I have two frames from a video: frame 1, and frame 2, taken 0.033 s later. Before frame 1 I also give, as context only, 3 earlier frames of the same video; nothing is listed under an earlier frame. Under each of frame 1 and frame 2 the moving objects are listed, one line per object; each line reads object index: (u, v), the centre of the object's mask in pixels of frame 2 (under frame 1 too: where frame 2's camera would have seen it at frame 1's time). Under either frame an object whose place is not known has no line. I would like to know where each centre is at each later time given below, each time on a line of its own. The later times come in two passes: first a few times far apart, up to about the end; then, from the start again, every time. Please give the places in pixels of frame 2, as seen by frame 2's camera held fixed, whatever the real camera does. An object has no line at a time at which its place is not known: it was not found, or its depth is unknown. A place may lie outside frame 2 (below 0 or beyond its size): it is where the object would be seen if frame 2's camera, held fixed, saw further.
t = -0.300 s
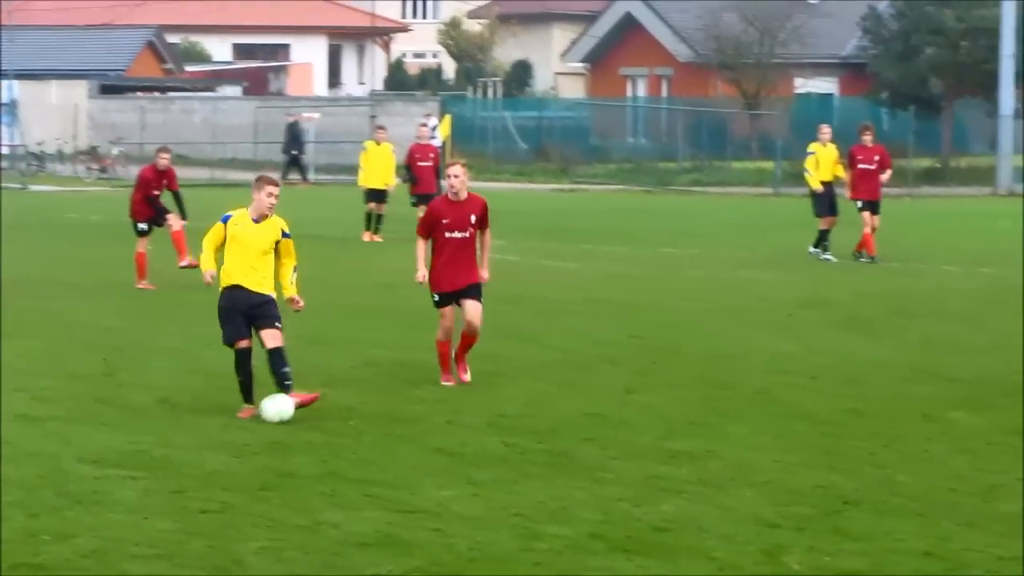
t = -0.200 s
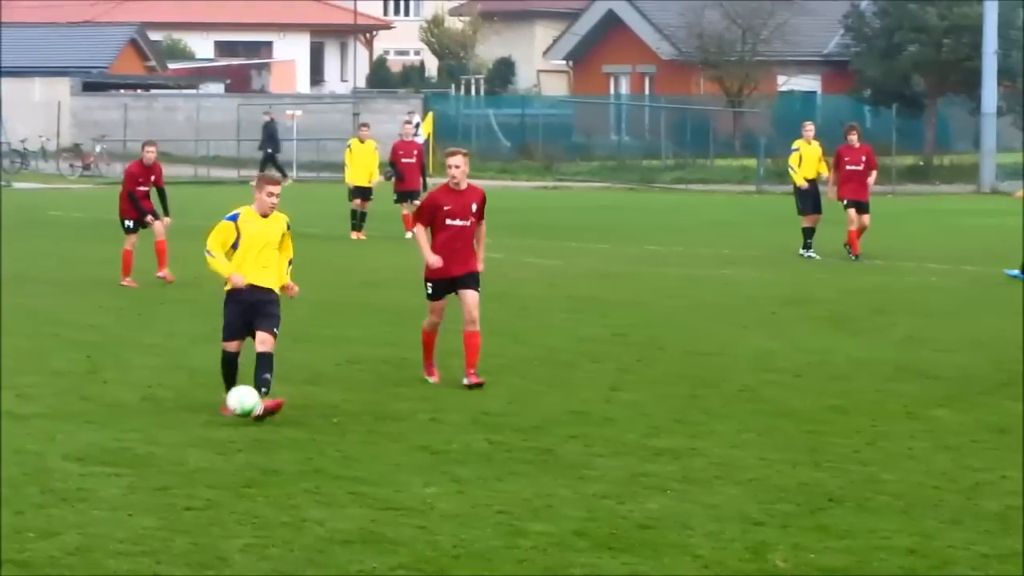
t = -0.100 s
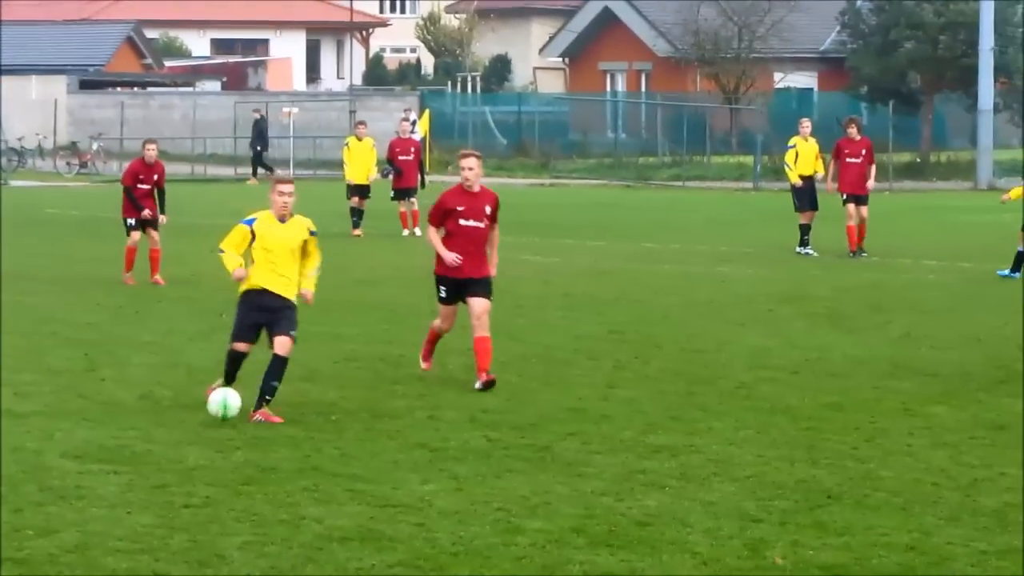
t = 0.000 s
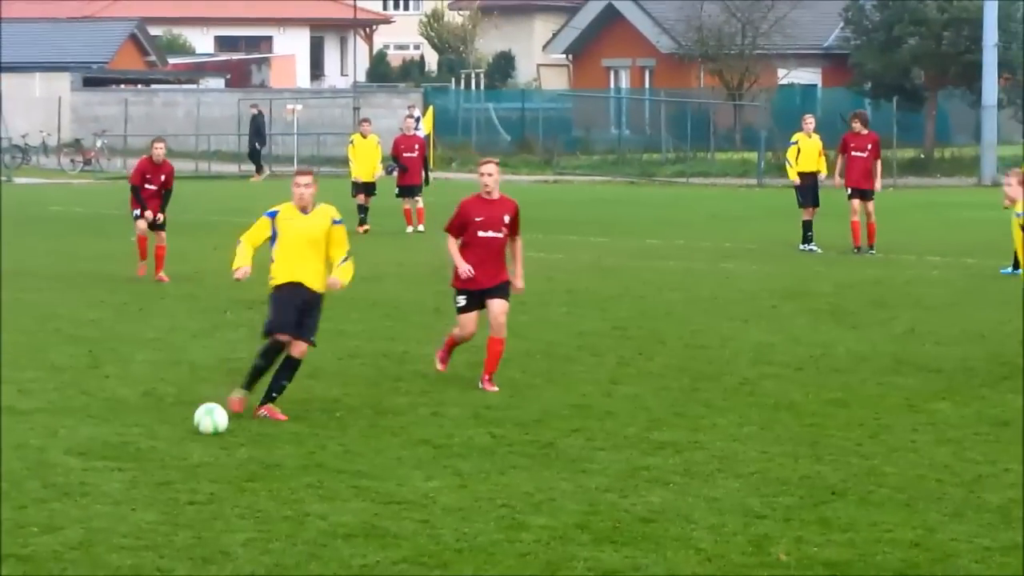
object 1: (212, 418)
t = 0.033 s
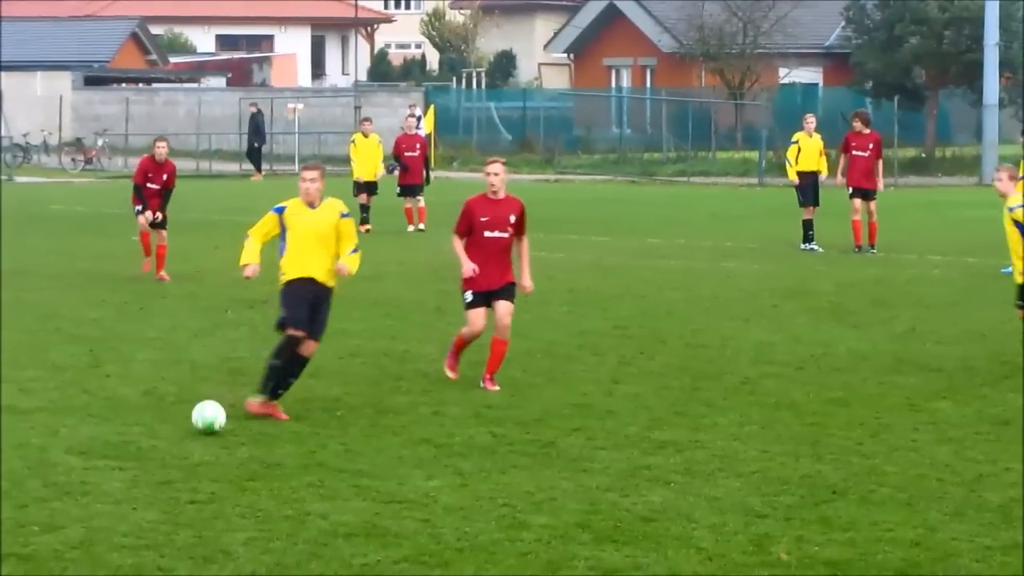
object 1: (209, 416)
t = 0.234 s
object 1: (187, 430)
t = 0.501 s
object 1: (157, 449)
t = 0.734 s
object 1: (131, 463)
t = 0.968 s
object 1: (103, 480)
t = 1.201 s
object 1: (74, 488)
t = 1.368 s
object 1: (57, 505)
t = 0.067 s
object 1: (205, 416)
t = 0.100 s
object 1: (202, 418)
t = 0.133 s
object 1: (198, 421)
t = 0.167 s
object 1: (195, 427)
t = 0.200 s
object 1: (191, 429)
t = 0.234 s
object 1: (187, 430)
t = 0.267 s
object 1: (183, 431)
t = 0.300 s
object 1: (179, 434)
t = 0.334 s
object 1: (176, 438)
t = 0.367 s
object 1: (173, 439)
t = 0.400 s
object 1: (168, 441)
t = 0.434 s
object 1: (164, 443)
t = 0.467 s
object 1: (161, 447)
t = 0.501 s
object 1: (157, 449)
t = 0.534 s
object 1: (153, 449)
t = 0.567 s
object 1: (150, 451)
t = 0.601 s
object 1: (146, 454)
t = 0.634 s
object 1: (142, 458)
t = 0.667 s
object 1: (138, 461)
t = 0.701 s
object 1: (134, 461)
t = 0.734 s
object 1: (131, 463)
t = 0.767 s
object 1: (127, 465)
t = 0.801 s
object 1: (123, 470)
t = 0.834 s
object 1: (119, 471)
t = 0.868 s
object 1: (115, 472)
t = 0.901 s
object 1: (111, 474)
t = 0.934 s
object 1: (108, 478)
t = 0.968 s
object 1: (103, 480)
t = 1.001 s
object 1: (99, 479)
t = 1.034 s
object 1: (94, 479)
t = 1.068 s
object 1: (90, 480)
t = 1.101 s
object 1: (86, 485)
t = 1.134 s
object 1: (81, 491)
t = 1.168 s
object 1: (77, 490)
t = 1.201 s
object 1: (74, 488)
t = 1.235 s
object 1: (71, 487)
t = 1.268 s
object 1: (68, 489)
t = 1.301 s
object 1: (64, 493)
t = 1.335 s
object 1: (61, 499)
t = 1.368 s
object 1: (57, 505)
